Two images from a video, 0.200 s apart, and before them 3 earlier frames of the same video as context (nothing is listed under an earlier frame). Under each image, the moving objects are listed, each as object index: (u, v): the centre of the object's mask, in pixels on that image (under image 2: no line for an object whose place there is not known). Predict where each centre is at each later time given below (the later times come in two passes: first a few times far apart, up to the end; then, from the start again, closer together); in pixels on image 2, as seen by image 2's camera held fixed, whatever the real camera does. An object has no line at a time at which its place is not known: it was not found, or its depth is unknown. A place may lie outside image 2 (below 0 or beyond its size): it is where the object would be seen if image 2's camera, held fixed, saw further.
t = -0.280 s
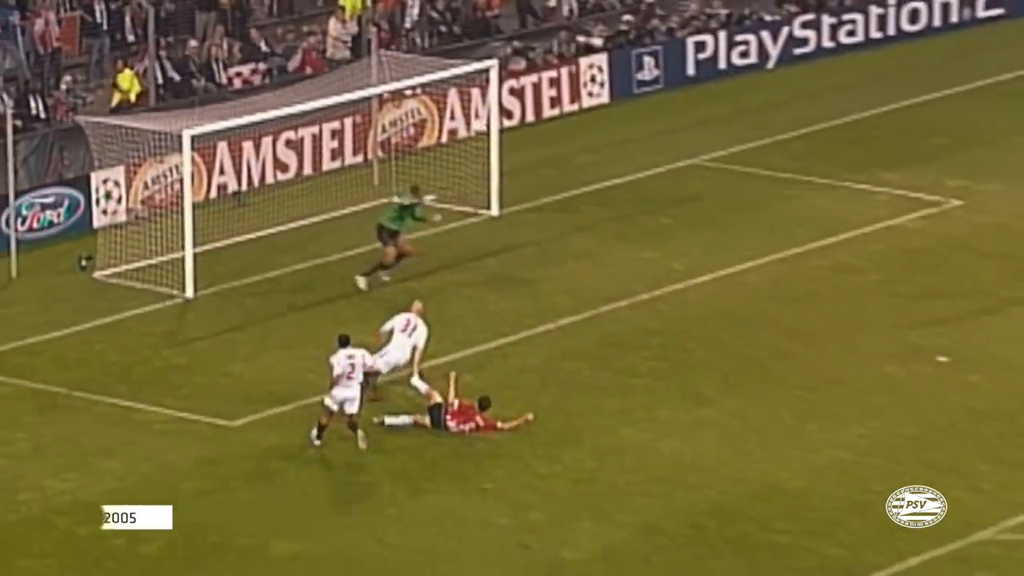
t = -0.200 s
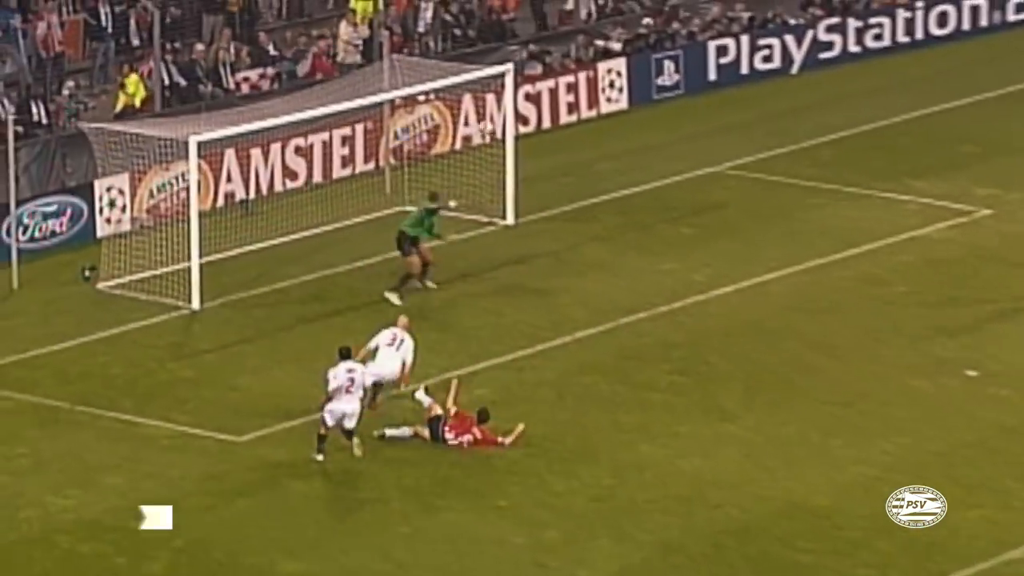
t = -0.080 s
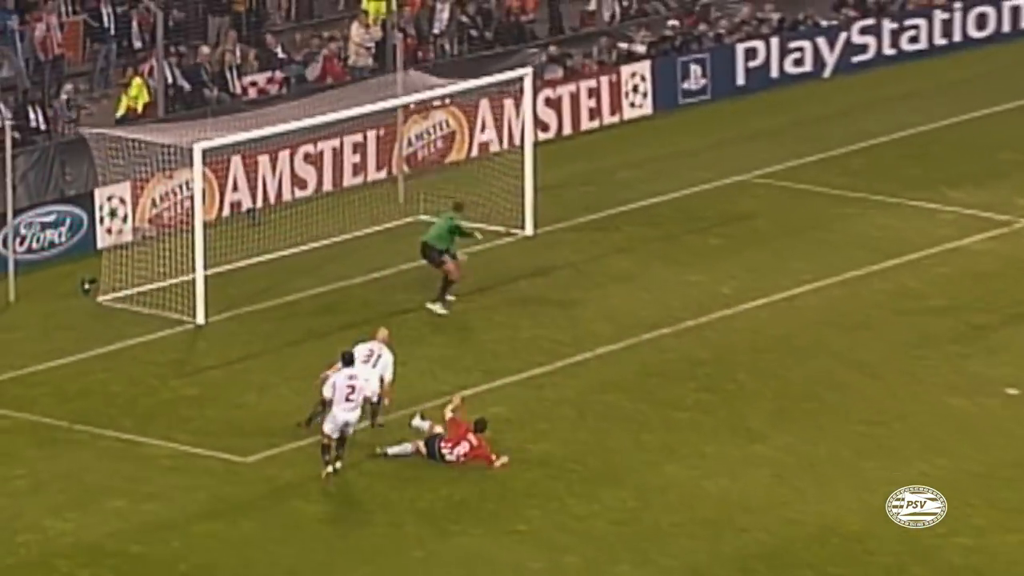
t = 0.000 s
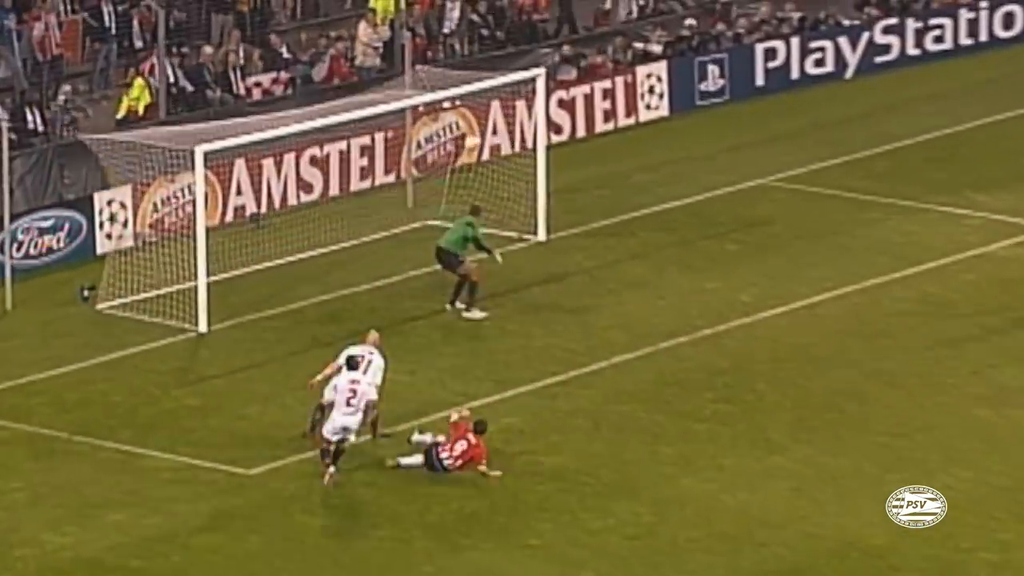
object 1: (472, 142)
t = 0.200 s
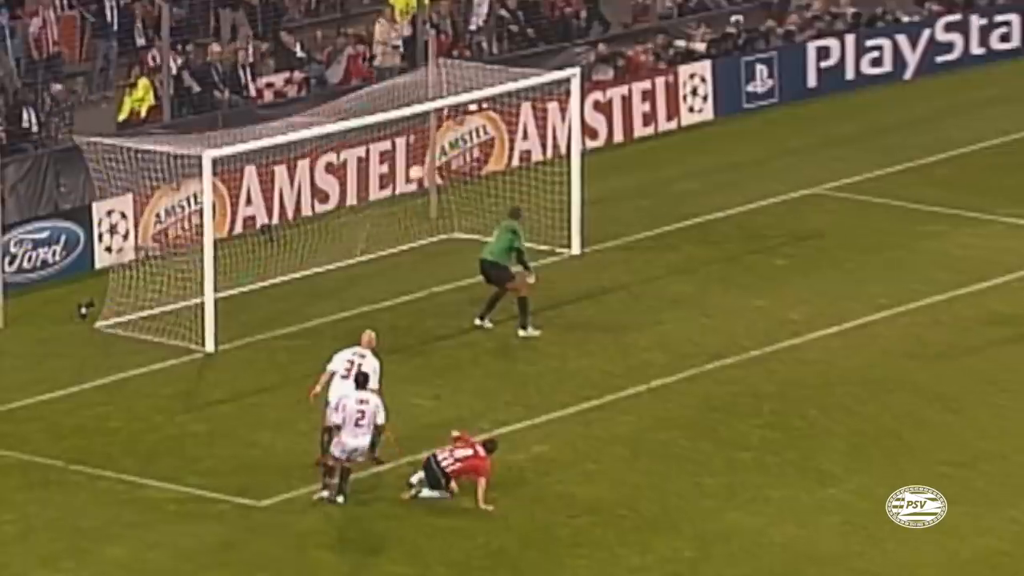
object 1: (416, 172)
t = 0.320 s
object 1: (370, 202)
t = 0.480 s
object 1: (340, 240)
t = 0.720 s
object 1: (336, 257)
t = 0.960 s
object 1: (332, 273)
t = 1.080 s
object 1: (331, 281)
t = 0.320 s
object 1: (370, 202)
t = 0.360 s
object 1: (359, 210)
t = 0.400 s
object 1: (350, 220)
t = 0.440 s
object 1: (344, 231)
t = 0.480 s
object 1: (340, 240)
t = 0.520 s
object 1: (338, 250)
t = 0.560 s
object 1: (338, 250)
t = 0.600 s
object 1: (338, 250)
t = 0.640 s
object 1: (337, 251)
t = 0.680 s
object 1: (337, 253)
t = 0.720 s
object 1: (336, 257)
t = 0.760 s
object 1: (335, 262)
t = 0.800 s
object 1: (335, 267)
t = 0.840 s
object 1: (335, 268)
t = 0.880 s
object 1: (334, 269)
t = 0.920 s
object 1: (333, 271)
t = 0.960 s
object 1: (332, 273)
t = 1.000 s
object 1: (332, 278)
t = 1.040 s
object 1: (331, 281)
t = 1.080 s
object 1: (331, 281)
